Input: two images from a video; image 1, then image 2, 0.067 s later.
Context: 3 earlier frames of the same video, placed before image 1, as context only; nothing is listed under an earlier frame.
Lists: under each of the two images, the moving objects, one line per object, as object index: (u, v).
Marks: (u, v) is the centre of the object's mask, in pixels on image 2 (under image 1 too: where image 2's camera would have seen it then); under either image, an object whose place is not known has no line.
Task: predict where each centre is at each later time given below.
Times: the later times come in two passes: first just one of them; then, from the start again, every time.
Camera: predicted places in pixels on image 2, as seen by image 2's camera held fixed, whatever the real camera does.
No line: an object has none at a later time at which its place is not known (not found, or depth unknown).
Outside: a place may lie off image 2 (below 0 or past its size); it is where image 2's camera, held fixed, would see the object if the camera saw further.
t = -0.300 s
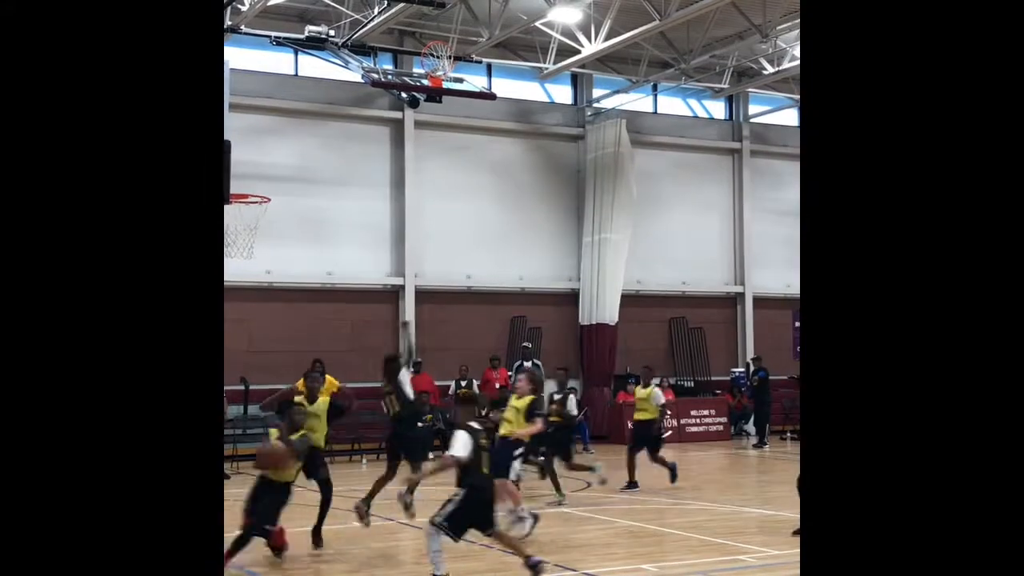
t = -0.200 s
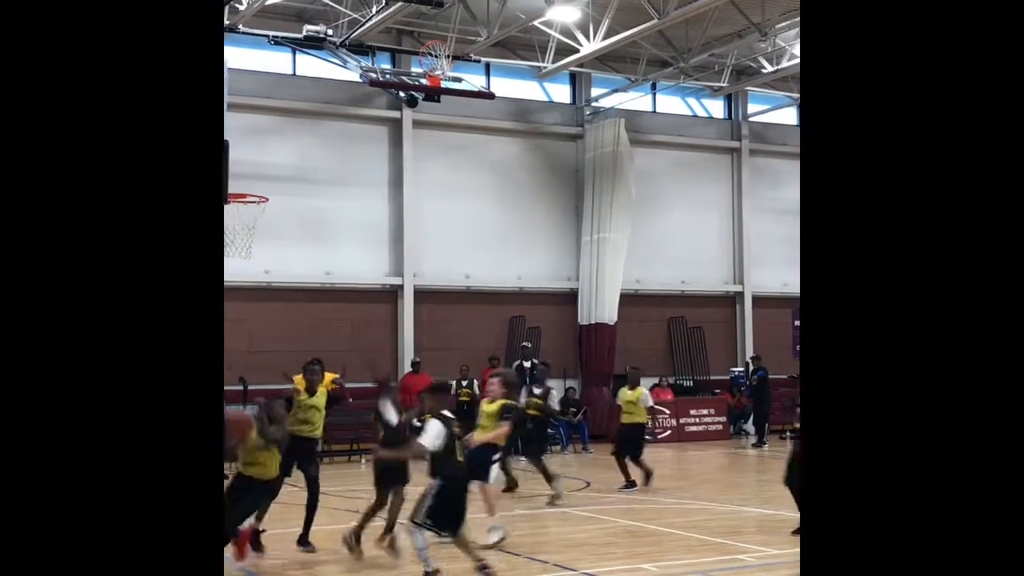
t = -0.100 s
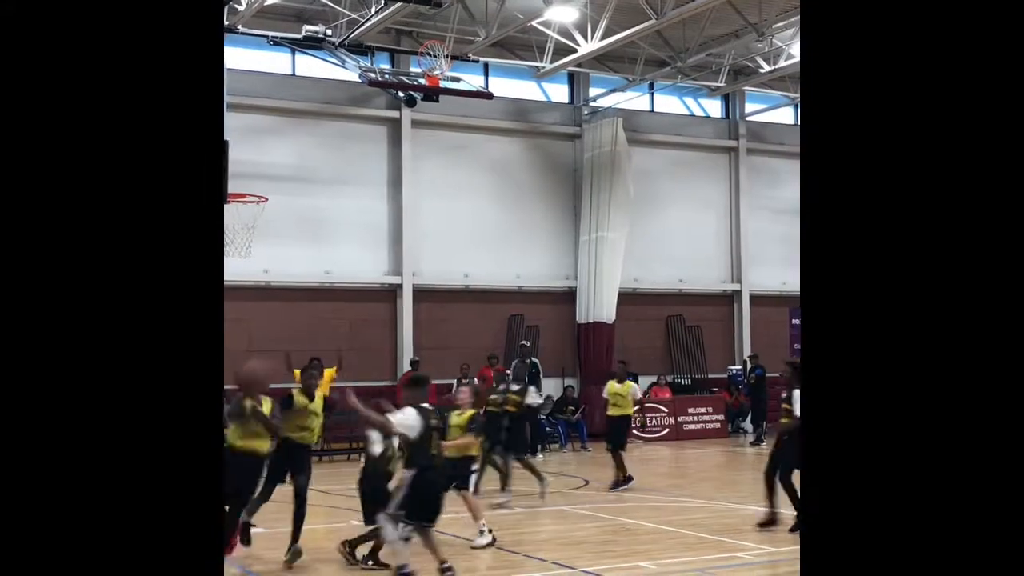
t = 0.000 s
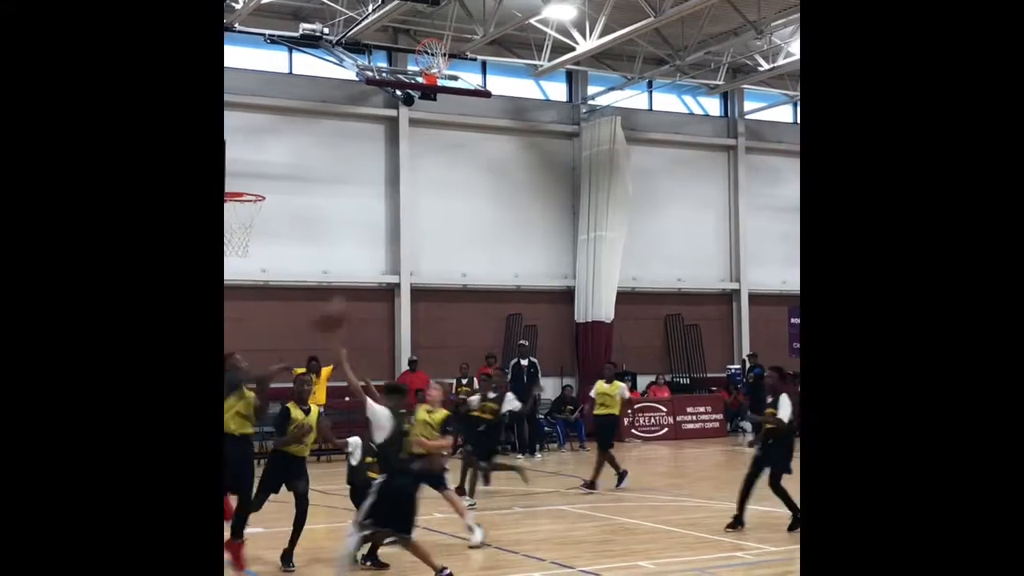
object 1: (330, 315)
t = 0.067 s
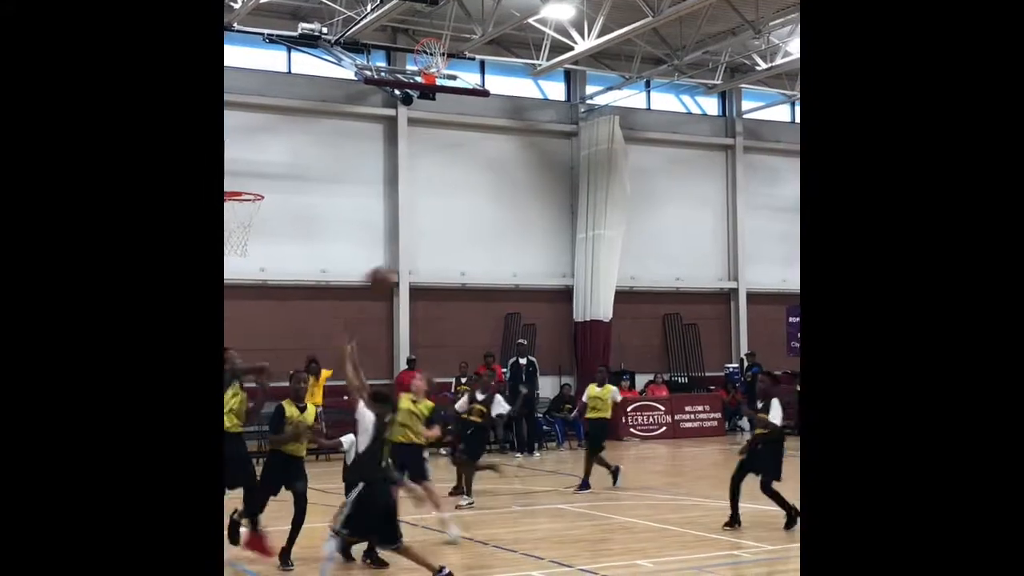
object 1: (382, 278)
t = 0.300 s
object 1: (534, 214)
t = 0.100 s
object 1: (405, 266)
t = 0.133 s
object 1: (428, 253)
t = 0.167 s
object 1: (450, 242)
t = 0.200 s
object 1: (473, 233)
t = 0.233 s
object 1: (493, 225)
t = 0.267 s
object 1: (514, 220)
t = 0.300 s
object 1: (534, 214)
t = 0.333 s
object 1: (553, 210)
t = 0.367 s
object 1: (572, 207)
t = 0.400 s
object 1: (591, 207)
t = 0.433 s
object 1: (609, 206)
